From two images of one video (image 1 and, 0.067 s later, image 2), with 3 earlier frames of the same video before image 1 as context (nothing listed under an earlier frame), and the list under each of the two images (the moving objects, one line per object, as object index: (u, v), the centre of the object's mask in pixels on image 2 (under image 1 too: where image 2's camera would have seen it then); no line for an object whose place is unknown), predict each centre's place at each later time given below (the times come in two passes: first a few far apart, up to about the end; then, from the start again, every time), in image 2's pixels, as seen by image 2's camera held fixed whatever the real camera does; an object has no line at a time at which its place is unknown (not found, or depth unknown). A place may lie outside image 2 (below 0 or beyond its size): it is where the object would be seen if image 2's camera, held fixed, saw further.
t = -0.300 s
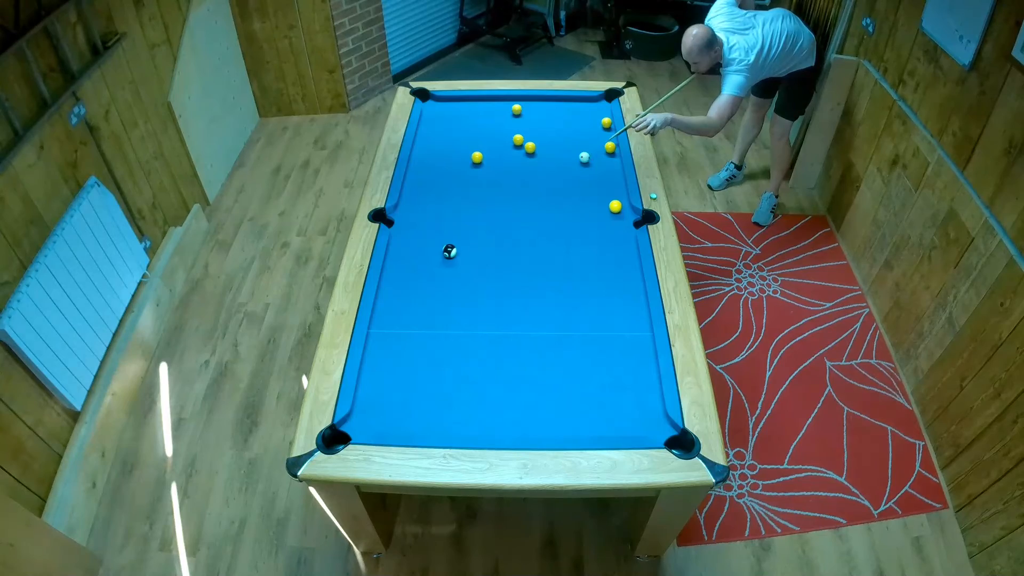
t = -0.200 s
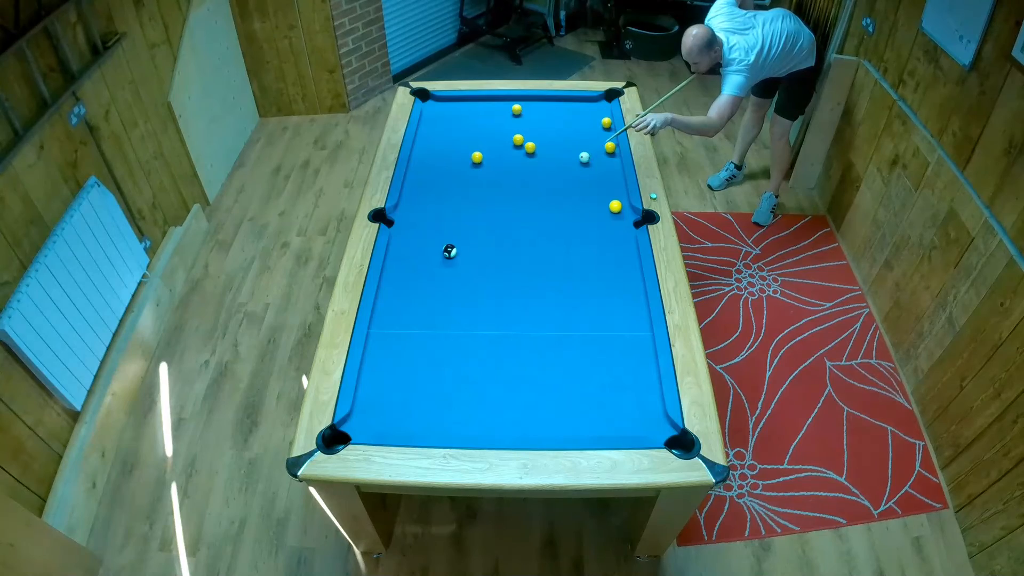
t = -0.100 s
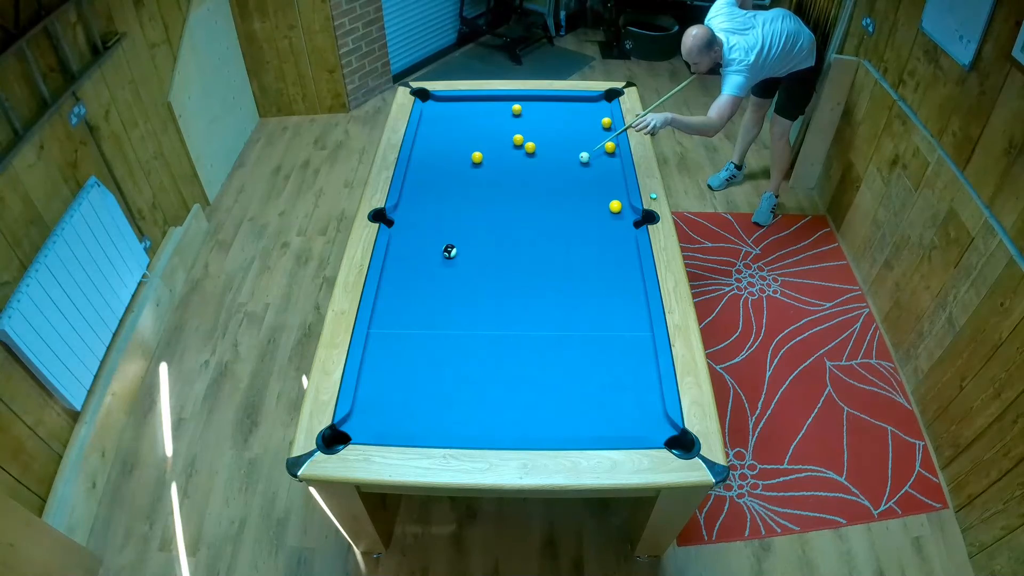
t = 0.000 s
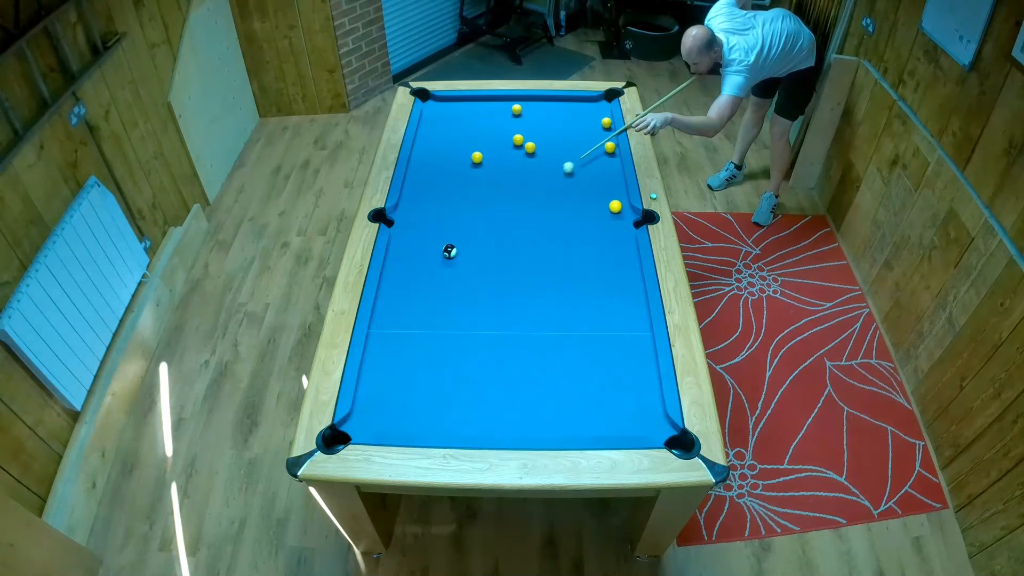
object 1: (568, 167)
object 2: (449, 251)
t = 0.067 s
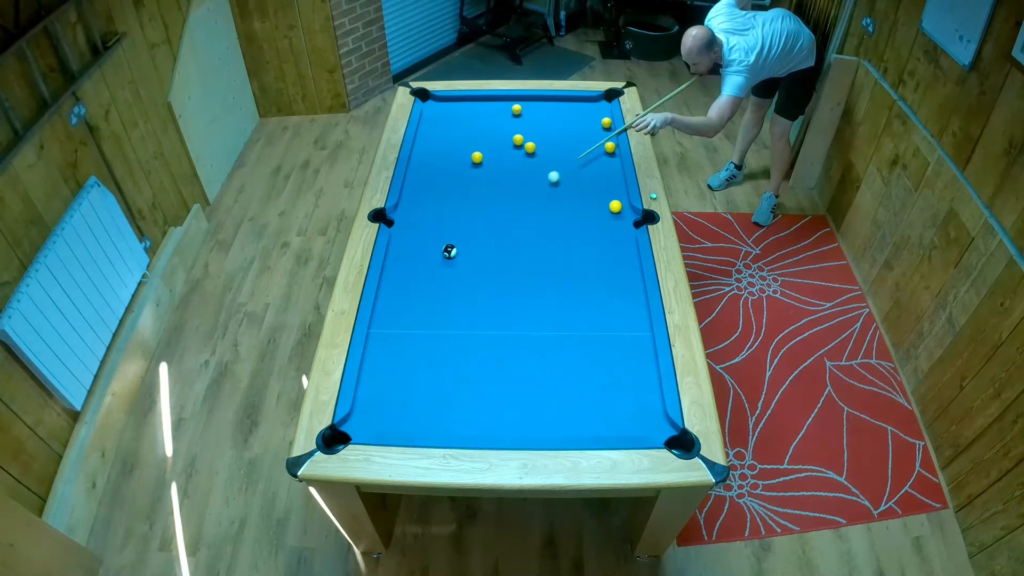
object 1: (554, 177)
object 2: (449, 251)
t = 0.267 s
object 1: (512, 204)
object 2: (449, 251)
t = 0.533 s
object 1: (453, 241)
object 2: (448, 254)
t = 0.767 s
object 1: (419, 241)
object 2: (431, 284)
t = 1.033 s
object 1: (402, 242)
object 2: (413, 317)
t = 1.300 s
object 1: (422, 243)
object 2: (394, 351)
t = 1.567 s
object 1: (441, 243)
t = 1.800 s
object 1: (456, 243)
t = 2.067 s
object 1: (471, 242)
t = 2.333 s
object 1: (485, 241)
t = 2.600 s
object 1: (497, 241)
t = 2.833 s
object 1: (506, 241)
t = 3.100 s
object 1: (514, 241)
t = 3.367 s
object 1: (521, 242)
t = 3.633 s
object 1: (525, 242)
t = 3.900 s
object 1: (528, 242)
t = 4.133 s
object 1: (529, 242)
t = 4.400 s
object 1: (529, 242)
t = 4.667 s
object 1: (529, 242)
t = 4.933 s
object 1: (529, 242)
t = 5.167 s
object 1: (529, 242)
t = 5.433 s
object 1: (529, 242)
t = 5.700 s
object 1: (529, 242)
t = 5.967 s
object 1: (529, 242)
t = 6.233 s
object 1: (529, 242)
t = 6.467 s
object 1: (529, 242)
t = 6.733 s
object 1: (529, 242)
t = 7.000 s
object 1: (529, 242)
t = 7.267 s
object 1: (529, 242)
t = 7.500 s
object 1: (529, 242)
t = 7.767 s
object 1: (529, 242)
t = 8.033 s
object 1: (529, 242)
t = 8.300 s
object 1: (529, 242)
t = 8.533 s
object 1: (529, 242)
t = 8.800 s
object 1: (529, 242)
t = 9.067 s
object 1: (529, 242)
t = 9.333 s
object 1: (529, 242)
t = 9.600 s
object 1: (529, 242)
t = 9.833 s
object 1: (529, 242)
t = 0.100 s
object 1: (547, 181)
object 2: (449, 251)
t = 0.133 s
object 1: (540, 186)
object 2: (449, 251)
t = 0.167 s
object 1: (533, 190)
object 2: (449, 251)
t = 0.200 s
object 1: (526, 195)
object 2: (449, 251)
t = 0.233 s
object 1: (519, 199)
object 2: (449, 251)
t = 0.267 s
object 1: (512, 204)
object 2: (449, 251)
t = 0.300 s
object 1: (505, 209)
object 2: (449, 251)
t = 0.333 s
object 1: (497, 213)
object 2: (449, 251)
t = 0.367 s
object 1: (490, 218)
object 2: (449, 251)
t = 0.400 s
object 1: (482, 223)
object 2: (449, 251)
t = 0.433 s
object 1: (475, 228)
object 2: (449, 251)
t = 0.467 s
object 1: (467, 233)
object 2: (449, 251)
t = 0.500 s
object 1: (459, 238)
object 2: (449, 251)
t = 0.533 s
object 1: (453, 241)
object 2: (448, 254)
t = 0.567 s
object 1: (448, 240)
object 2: (445, 258)
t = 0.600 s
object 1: (444, 240)
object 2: (443, 264)
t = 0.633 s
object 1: (439, 240)
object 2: (440, 268)
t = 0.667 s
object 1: (434, 240)
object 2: (438, 272)
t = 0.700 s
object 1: (429, 240)
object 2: (436, 276)
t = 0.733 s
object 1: (424, 240)
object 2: (434, 281)
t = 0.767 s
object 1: (419, 241)
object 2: (431, 284)
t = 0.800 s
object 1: (414, 241)
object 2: (429, 288)
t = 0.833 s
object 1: (410, 241)
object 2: (427, 293)
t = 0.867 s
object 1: (405, 241)
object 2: (424, 297)
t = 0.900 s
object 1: (400, 242)
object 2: (422, 301)
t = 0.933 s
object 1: (396, 242)
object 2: (420, 305)
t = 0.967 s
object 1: (395, 242)
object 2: (418, 309)
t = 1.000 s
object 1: (399, 242)
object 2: (415, 313)
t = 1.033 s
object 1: (402, 242)
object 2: (413, 317)
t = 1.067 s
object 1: (404, 242)
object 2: (411, 322)
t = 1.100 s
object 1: (407, 242)
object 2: (408, 326)
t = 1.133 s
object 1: (410, 242)
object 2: (406, 330)
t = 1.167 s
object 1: (412, 242)
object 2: (404, 334)
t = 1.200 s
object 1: (415, 242)
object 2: (401, 338)
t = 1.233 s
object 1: (417, 242)
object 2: (399, 343)
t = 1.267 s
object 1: (420, 243)
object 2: (397, 347)
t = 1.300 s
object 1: (422, 243)
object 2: (394, 351)
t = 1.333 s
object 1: (425, 243)
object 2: (392, 355)
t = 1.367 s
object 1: (427, 243)
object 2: (390, 360)
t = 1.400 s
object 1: (429, 243)
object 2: (387, 364)
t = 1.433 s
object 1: (432, 243)
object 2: (385, 368)
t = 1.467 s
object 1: (434, 243)
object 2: (383, 373)
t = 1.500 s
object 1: (436, 243)
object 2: (380, 377)
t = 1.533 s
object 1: (439, 243)
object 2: (378, 381)
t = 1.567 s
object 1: (441, 243)
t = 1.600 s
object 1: (443, 243)
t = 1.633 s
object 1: (445, 243)
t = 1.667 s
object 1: (447, 243)
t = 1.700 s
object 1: (450, 243)
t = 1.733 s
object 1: (452, 243)
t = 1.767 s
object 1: (454, 243)
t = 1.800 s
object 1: (456, 243)
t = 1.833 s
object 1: (458, 242)
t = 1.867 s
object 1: (460, 242)
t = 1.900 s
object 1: (462, 242)
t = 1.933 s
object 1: (464, 242)
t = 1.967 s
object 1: (466, 242)
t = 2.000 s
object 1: (468, 242)
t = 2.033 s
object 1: (470, 242)
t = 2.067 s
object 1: (471, 242)
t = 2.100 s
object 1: (473, 242)
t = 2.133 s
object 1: (475, 242)
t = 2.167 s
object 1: (477, 242)
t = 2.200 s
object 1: (479, 242)
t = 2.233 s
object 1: (480, 242)
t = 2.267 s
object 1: (482, 242)
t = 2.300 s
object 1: (483, 242)
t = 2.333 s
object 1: (485, 241)
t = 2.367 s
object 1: (487, 241)
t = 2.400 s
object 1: (488, 241)
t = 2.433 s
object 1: (490, 241)
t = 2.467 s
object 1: (491, 241)
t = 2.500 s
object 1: (493, 241)
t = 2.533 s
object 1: (494, 241)
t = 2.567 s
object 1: (496, 241)
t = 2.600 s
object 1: (497, 241)
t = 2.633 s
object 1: (498, 241)
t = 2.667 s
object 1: (500, 241)
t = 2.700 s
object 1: (501, 241)
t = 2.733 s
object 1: (502, 241)
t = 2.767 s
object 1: (503, 241)
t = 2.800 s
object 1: (505, 241)
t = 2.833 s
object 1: (506, 241)
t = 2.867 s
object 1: (507, 241)
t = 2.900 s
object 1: (508, 241)
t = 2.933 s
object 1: (509, 241)
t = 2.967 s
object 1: (510, 241)
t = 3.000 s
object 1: (511, 241)
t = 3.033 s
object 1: (512, 241)
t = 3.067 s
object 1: (513, 241)
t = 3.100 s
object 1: (514, 241)
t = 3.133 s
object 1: (515, 241)
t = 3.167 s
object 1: (516, 241)
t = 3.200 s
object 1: (517, 241)
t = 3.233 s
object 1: (517, 242)
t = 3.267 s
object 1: (518, 242)
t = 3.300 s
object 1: (519, 242)
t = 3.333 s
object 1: (520, 242)
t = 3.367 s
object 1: (521, 242)
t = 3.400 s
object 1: (521, 242)
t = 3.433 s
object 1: (522, 242)
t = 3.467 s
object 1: (522, 242)
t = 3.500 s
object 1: (523, 242)
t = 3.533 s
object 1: (523, 242)
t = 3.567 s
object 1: (524, 242)
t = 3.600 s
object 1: (525, 242)
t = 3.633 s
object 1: (525, 242)
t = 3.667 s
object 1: (526, 242)
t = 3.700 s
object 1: (526, 242)
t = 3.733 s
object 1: (526, 242)
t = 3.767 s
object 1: (527, 242)
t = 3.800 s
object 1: (527, 242)
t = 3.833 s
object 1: (527, 242)
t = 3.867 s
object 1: (528, 242)
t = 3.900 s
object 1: (528, 242)
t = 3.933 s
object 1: (528, 242)
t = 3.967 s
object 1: (528, 242)
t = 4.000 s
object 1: (528, 242)
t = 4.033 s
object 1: (529, 242)
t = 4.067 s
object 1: (529, 242)
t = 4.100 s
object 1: (529, 242)
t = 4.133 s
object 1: (529, 242)
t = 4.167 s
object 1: (529, 242)
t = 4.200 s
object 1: (529, 242)
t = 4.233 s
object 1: (529, 242)
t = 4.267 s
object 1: (529, 242)
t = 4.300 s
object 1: (529, 242)
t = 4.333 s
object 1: (529, 242)
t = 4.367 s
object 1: (529, 242)
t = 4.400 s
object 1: (529, 242)
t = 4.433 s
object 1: (529, 242)
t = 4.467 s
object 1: (529, 242)
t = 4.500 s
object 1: (529, 242)
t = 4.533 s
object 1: (529, 242)
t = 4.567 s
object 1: (529, 242)
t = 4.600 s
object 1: (529, 242)
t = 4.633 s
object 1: (529, 242)
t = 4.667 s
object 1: (529, 242)
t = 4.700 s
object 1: (529, 242)
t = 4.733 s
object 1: (529, 242)
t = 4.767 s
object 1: (529, 242)
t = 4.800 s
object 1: (529, 242)
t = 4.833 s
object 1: (529, 242)
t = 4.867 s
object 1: (529, 242)
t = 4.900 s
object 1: (529, 242)
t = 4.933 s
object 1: (529, 242)
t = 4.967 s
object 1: (529, 242)
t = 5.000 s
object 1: (529, 242)
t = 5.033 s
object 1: (529, 242)
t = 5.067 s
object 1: (529, 242)
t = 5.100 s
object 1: (529, 242)
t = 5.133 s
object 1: (529, 242)
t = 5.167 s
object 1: (529, 242)
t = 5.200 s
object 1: (529, 242)
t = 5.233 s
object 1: (529, 242)
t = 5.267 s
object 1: (529, 242)
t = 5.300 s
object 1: (529, 242)
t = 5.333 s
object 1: (529, 242)
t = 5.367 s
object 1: (529, 242)
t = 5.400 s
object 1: (529, 242)
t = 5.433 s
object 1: (529, 242)
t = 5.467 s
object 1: (529, 242)
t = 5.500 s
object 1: (529, 242)
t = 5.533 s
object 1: (529, 242)
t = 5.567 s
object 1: (529, 242)
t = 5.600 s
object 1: (529, 242)
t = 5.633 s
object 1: (529, 242)
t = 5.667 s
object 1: (529, 242)
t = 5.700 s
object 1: (529, 242)
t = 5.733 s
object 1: (529, 242)
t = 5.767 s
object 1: (529, 242)
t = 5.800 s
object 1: (529, 242)
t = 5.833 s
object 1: (529, 242)
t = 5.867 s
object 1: (529, 242)
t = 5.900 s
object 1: (529, 242)
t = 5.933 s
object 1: (529, 242)
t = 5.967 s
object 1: (529, 242)
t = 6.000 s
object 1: (529, 242)
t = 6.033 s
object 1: (529, 242)
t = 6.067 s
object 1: (529, 242)
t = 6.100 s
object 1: (529, 242)
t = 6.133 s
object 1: (529, 242)
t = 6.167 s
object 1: (529, 242)
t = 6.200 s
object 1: (529, 242)
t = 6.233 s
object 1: (529, 242)
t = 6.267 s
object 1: (529, 242)
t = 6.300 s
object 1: (529, 242)
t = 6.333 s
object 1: (529, 242)
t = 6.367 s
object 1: (529, 242)
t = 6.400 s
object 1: (529, 242)
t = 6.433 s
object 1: (529, 242)
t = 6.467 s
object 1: (529, 242)
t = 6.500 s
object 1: (529, 242)
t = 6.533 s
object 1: (529, 242)
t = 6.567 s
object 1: (529, 242)
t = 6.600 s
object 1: (529, 242)
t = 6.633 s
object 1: (529, 242)
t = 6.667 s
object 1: (529, 242)
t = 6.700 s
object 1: (529, 242)
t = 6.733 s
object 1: (529, 242)
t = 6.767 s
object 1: (529, 242)
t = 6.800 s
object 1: (529, 242)
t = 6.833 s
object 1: (529, 242)
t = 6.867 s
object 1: (529, 242)
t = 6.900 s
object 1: (529, 242)
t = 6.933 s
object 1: (529, 242)
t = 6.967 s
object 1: (529, 242)
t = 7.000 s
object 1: (529, 242)
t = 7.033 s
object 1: (529, 242)
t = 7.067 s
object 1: (529, 242)
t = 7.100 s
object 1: (529, 242)
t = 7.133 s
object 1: (529, 242)
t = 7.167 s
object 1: (529, 242)
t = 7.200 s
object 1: (529, 242)
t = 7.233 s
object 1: (529, 242)
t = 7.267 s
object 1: (529, 242)
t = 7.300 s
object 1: (529, 242)
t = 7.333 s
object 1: (529, 242)
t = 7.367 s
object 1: (529, 242)
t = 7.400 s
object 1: (529, 242)
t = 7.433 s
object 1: (529, 242)
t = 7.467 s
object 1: (529, 242)
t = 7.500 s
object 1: (529, 242)
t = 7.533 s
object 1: (529, 242)
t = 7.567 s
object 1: (529, 242)
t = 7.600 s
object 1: (529, 242)
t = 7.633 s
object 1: (529, 242)
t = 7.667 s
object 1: (529, 242)
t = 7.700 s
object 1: (529, 242)
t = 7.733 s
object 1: (529, 242)
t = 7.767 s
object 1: (529, 242)
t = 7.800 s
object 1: (529, 242)
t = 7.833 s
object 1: (529, 242)
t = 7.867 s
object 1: (529, 242)
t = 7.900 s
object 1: (529, 242)
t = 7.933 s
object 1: (529, 242)
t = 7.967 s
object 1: (529, 242)
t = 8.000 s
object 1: (529, 242)
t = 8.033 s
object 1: (529, 242)
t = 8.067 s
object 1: (529, 242)
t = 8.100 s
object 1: (529, 242)
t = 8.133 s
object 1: (529, 242)
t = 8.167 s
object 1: (529, 242)
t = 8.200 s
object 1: (529, 242)
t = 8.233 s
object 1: (529, 242)
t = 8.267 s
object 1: (529, 242)
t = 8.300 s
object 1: (529, 242)
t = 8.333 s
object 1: (529, 242)
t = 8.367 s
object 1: (529, 242)
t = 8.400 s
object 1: (529, 242)
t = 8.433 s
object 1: (529, 242)
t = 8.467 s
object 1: (529, 242)
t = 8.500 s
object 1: (529, 242)
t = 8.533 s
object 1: (529, 242)
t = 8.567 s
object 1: (529, 242)
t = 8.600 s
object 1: (529, 242)
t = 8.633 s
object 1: (529, 242)
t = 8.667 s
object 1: (529, 242)
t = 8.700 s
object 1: (529, 242)
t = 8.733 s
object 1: (529, 242)
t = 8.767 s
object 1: (529, 242)
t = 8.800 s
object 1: (529, 242)
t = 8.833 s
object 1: (529, 242)
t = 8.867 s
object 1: (529, 242)
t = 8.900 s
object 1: (529, 242)
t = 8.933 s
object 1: (529, 242)
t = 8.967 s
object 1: (529, 242)
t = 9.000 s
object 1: (529, 242)
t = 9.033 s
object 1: (529, 242)
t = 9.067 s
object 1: (529, 242)
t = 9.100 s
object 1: (529, 242)
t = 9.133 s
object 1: (529, 242)
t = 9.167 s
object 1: (529, 242)
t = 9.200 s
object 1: (529, 242)
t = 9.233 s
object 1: (529, 242)
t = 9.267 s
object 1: (529, 242)
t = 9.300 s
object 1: (529, 242)
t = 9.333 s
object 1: (529, 242)
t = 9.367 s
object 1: (529, 242)
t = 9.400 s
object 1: (529, 242)
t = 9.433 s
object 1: (529, 242)
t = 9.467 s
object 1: (529, 242)
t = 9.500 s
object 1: (529, 242)
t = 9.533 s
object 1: (529, 242)
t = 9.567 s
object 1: (529, 242)
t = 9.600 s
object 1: (529, 242)
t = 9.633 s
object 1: (529, 242)
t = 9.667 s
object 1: (529, 242)
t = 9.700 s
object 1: (529, 242)
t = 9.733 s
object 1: (529, 242)
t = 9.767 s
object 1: (529, 242)
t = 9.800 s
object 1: (529, 242)
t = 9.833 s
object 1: (529, 242)
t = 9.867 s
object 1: (529, 242)
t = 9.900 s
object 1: (529, 242)
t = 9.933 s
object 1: (529, 242)
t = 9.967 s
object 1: (529, 242)
